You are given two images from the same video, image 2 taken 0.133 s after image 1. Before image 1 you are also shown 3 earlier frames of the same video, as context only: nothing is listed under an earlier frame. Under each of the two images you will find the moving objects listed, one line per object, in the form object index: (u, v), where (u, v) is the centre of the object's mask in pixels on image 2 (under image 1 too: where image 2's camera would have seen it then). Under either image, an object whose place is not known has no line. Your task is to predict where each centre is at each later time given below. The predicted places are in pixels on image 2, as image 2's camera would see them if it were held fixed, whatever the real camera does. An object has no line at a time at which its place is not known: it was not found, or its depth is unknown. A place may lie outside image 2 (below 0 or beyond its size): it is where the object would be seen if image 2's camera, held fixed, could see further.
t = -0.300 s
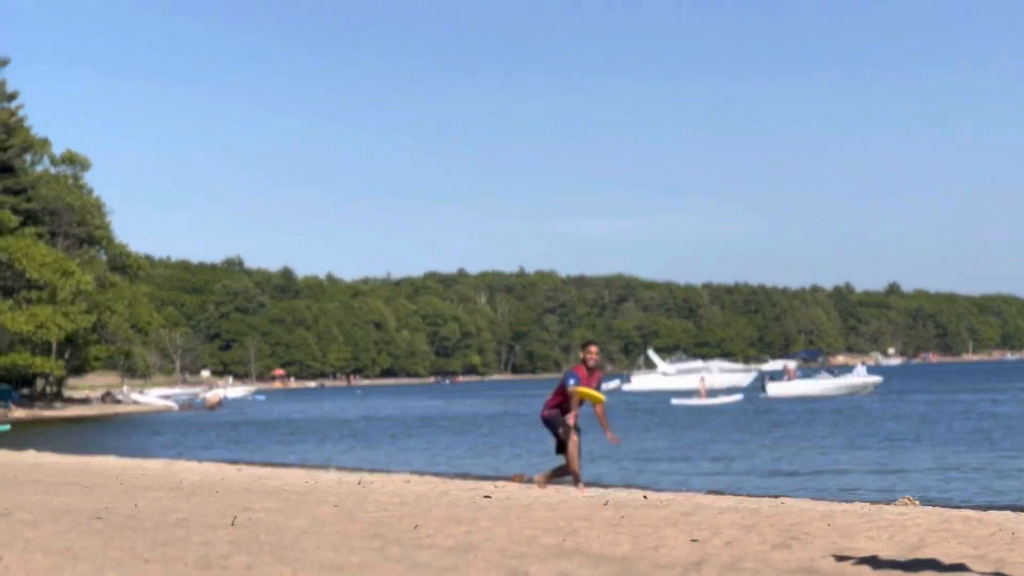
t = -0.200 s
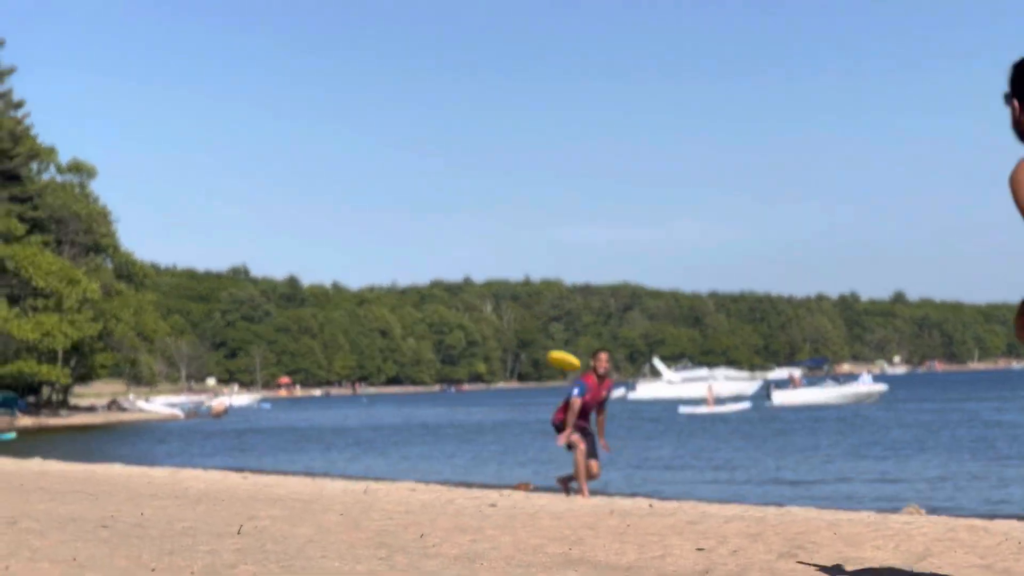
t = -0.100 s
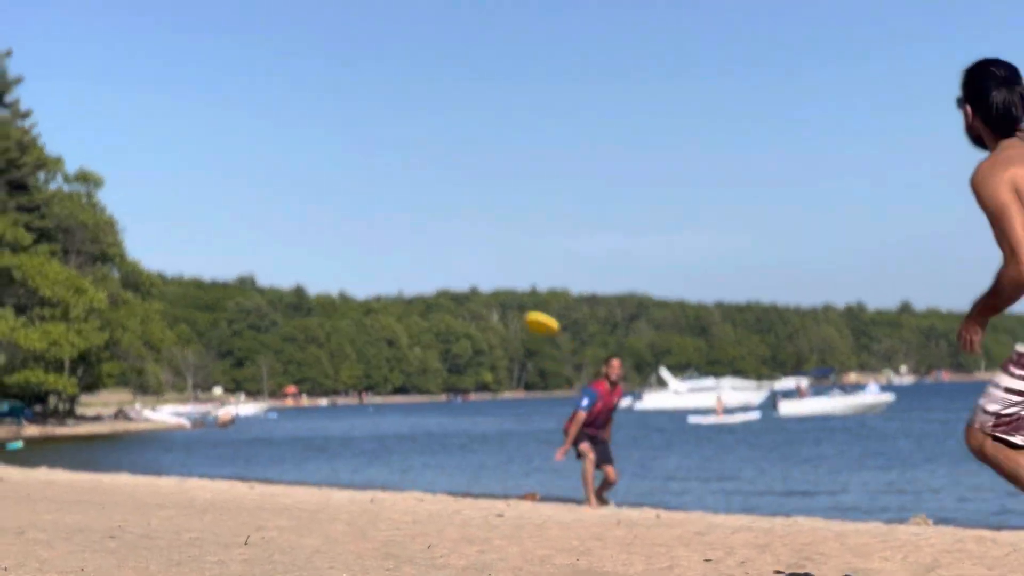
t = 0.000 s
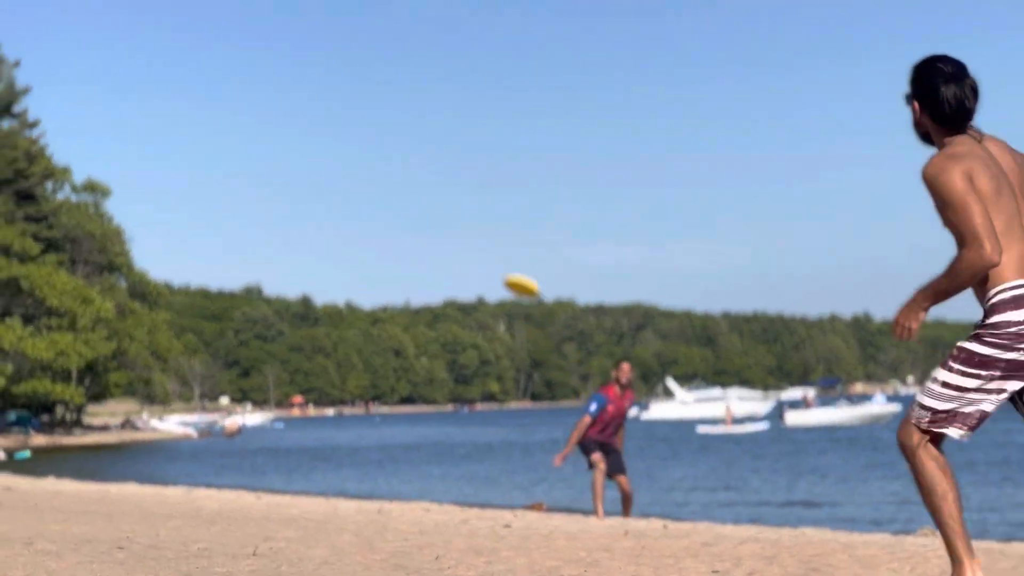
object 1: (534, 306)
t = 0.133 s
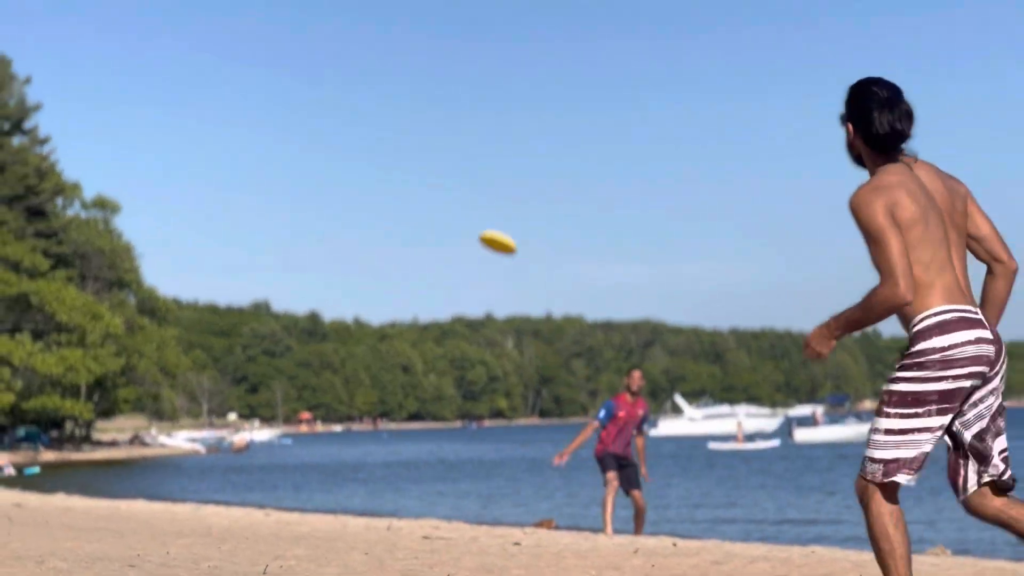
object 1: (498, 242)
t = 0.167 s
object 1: (488, 227)
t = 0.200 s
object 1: (480, 212)
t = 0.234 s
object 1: (470, 197)
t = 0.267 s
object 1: (462, 182)
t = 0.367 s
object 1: (444, 141)
